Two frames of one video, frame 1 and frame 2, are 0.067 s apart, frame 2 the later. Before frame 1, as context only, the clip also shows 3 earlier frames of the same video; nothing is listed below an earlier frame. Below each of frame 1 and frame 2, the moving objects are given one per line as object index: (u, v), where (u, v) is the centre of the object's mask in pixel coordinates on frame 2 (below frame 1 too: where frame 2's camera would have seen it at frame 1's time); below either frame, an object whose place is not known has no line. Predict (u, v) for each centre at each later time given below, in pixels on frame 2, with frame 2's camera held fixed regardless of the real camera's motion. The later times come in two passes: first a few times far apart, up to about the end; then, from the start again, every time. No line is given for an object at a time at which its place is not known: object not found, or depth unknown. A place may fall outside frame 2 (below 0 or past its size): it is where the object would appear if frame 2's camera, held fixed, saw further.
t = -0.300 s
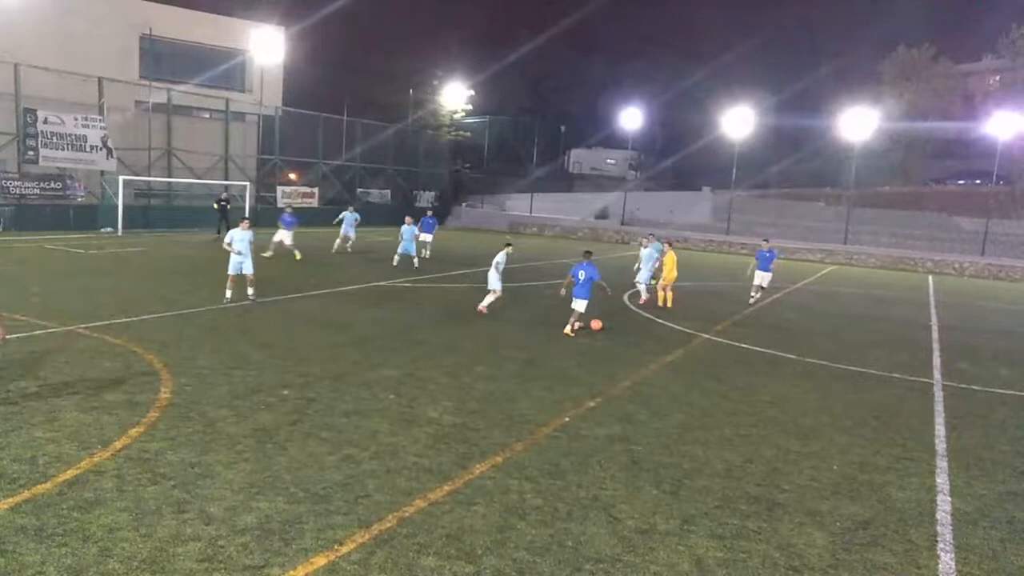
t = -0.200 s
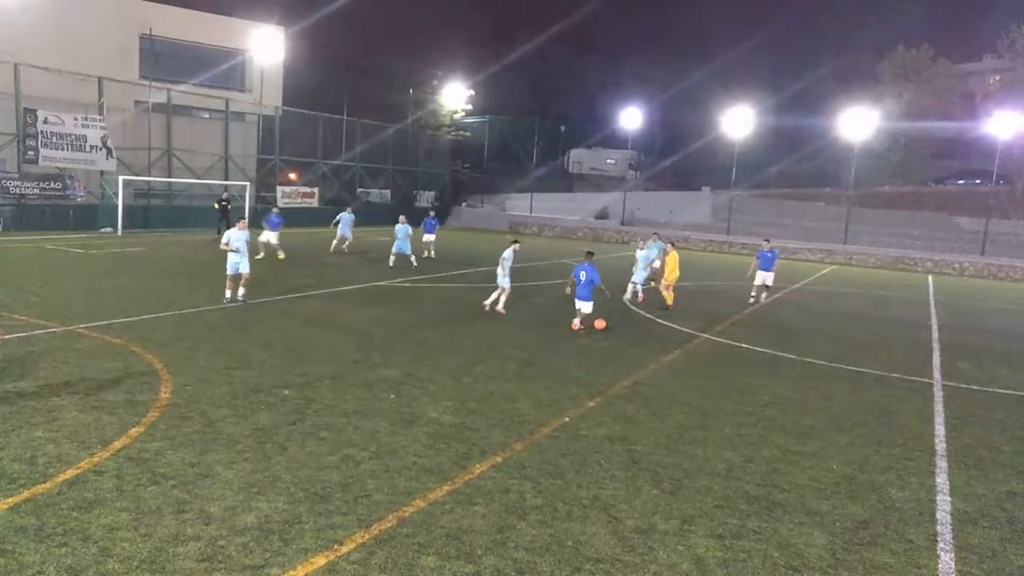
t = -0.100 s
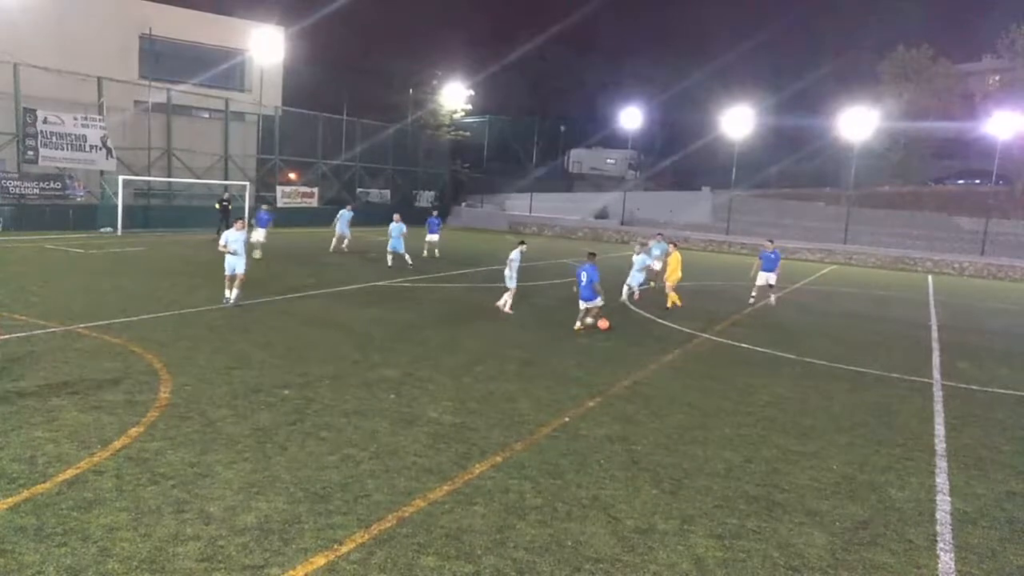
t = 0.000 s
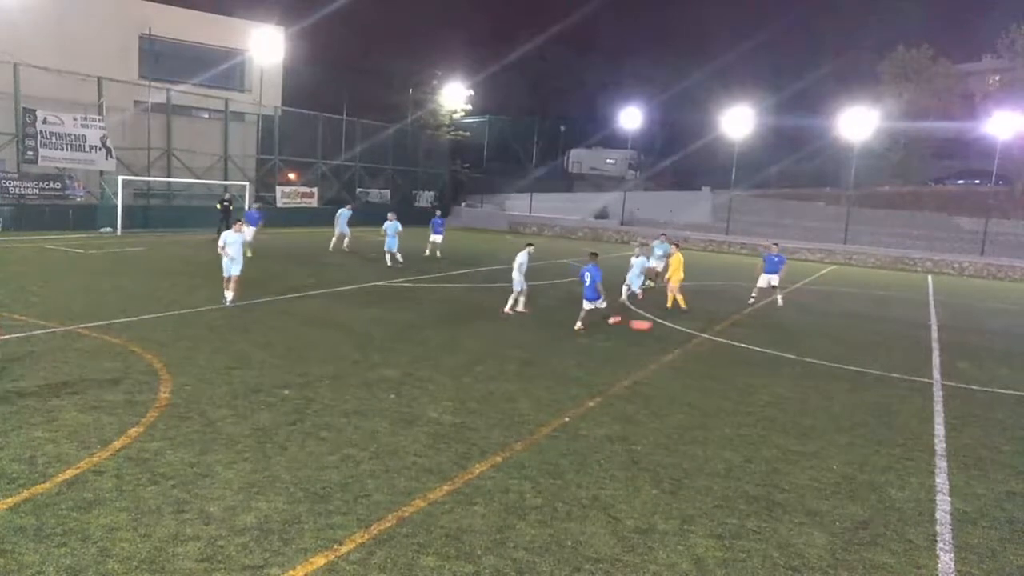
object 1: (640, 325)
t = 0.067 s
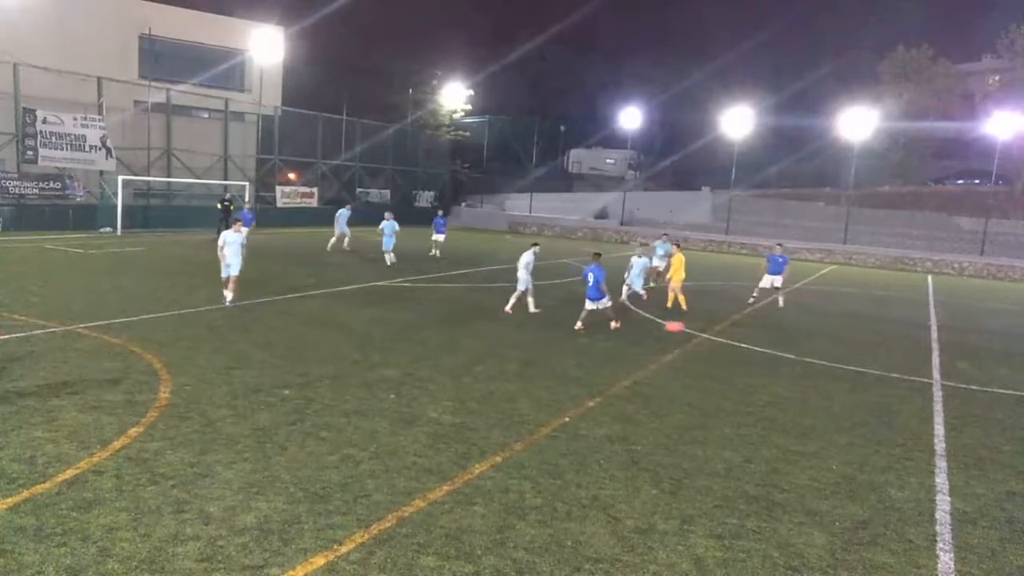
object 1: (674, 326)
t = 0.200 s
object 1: (733, 329)
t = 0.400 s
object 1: (810, 332)
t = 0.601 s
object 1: (871, 335)
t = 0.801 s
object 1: (924, 338)
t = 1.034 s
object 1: (981, 341)
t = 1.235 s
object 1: (1027, 345)
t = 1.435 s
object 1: (1072, 347)
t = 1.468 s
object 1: (1080, 347)
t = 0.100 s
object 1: (689, 327)
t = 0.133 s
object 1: (705, 327)
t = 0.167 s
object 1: (719, 328)
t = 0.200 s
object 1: (733, 329)
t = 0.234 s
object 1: (748, 330)
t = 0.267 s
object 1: (761, 330)
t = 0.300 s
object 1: (774, 331)
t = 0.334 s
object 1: (786, 331)
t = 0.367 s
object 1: (798, 332)
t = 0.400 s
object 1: (810, 332)
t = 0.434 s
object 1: (821, 333)
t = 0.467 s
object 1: (831, 333)
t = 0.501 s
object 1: (842, 334)
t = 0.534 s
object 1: (852, 335)
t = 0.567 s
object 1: (862, 335)
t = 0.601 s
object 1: (871, 335)
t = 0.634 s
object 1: (880, 336)
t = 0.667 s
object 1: (889, 337)
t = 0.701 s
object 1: (898, 337)
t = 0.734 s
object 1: (907, 337)
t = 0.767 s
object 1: (915, 338)
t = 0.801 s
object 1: (924, 338)
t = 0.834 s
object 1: (932, 338)
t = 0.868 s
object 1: (941, 339)
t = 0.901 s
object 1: (949, 340)
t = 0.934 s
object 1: (957, 339)
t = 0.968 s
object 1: (965, 340)
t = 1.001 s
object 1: (973, 341)
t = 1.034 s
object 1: (981, 341)
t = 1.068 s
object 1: (989, 342)
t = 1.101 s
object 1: (997, 342)
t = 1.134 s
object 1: (1004, 343)
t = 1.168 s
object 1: (1012, 343)
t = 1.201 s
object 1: (1019, 344)
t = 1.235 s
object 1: (1027, 345)
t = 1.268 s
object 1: (1035, 345)
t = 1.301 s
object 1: (1043, 345)
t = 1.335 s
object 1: (1050, 346)
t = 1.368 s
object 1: (1057, 347)
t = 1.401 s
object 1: (1064, 346)
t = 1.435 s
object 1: (1072, 347)
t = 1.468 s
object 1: (1080, 347)
